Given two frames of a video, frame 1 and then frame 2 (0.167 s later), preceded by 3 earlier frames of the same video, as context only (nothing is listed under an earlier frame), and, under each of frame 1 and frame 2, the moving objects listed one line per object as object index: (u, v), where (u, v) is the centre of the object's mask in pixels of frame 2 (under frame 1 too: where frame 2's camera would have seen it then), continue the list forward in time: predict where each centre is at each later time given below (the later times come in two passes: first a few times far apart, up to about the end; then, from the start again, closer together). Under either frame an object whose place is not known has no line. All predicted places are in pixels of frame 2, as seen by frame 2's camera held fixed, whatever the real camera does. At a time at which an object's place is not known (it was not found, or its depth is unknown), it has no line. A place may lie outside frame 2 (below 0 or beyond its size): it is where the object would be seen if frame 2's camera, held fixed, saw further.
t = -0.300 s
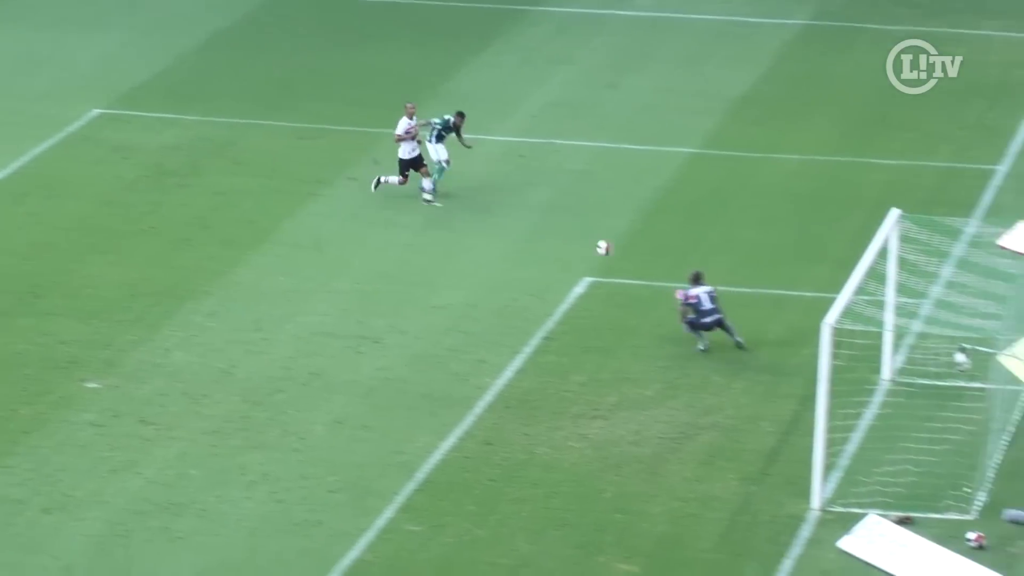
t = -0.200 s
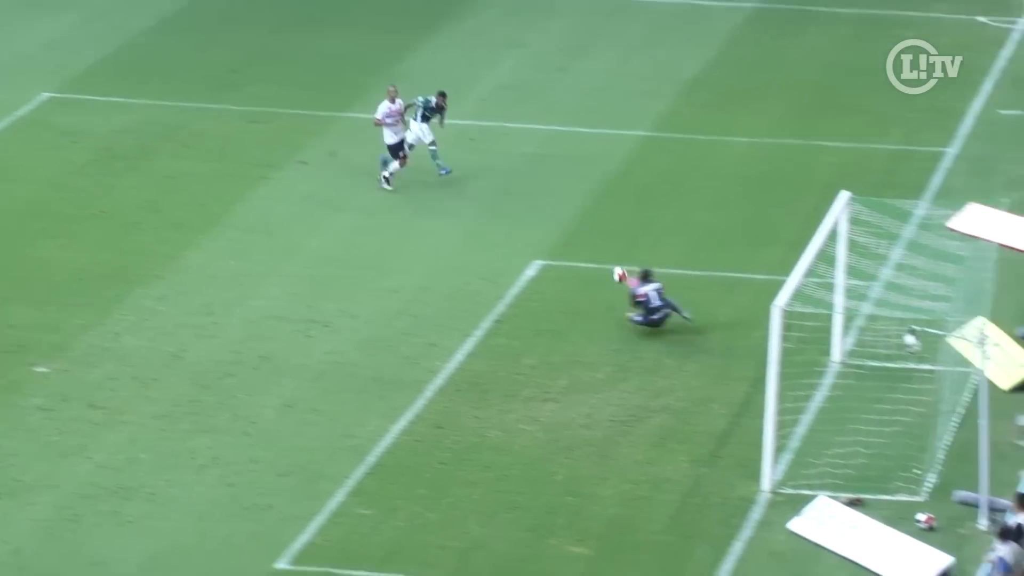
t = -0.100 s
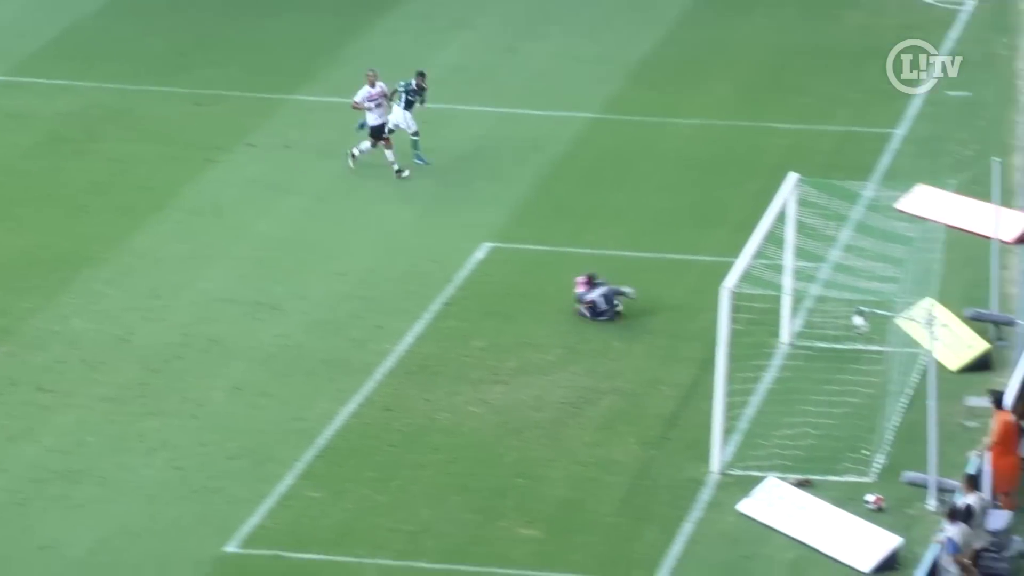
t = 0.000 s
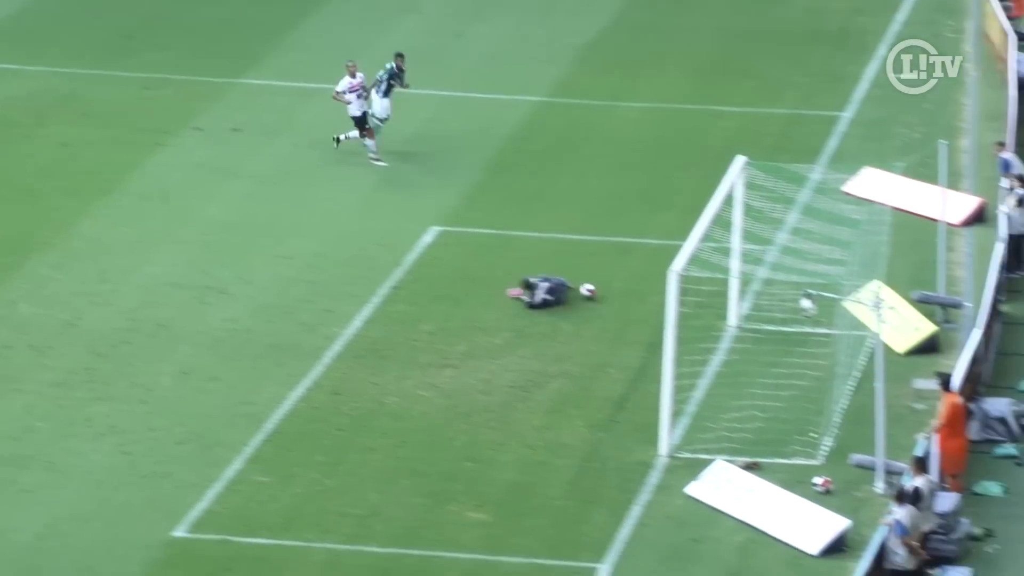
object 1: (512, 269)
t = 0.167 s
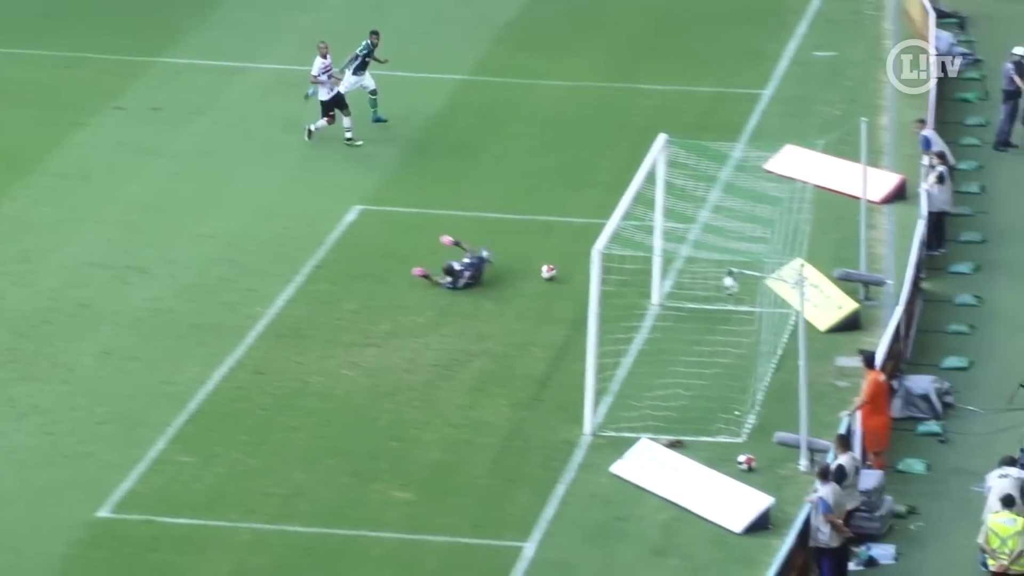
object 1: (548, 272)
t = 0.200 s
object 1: (555, 273)
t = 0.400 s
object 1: (587, 276)
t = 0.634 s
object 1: (629, 280)
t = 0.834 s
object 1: (664, 283)
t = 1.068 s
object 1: (693, 285)
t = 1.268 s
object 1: (719, 287)
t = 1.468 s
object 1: (746, 288)
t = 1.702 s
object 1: (773, 291)
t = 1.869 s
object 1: (775, 284)
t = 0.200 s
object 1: (555, 273)
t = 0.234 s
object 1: (561, 274)
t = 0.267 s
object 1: (568, 274)
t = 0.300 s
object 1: (574, 274)
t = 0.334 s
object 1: (579, 275)
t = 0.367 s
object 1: (584, 275)
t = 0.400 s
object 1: (587, 276)
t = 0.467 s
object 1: (605, 278)
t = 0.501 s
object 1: (608, 278)
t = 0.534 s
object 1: (613, 278)
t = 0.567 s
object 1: (618, 279)
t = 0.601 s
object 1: (624, 279)
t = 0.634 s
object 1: (629, 280)
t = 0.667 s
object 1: (635, 280)
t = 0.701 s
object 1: (640, 281)
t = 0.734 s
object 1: (645, 280)
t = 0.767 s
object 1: (647, 280)
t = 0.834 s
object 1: (664, 283)
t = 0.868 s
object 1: (666, 282)
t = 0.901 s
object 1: (671, 282)
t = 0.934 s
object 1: (676, 284)
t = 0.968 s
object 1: (680, 284)
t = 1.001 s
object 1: (684, 283)
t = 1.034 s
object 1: (689, 284)
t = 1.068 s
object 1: (693, 285)
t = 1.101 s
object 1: (699, 285)
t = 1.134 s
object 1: (703, 285)
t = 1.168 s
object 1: (708, 286)
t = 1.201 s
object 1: (712, 286)
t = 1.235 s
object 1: (716, 286)
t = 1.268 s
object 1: (719, 287)
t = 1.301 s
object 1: (722, 290)
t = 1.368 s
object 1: (738, 287)
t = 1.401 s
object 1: (740, 287)
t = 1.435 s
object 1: (742, 288)
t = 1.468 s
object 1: (746, 288)
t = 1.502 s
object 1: (751, 289)
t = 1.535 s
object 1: (754, 288)
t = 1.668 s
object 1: (773, 290)
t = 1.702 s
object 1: (773, 291)
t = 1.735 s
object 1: (774, 290)
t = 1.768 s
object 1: (775, 288)
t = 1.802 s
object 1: (776, 286)
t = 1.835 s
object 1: (776, 286)
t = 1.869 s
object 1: (775, 284)
